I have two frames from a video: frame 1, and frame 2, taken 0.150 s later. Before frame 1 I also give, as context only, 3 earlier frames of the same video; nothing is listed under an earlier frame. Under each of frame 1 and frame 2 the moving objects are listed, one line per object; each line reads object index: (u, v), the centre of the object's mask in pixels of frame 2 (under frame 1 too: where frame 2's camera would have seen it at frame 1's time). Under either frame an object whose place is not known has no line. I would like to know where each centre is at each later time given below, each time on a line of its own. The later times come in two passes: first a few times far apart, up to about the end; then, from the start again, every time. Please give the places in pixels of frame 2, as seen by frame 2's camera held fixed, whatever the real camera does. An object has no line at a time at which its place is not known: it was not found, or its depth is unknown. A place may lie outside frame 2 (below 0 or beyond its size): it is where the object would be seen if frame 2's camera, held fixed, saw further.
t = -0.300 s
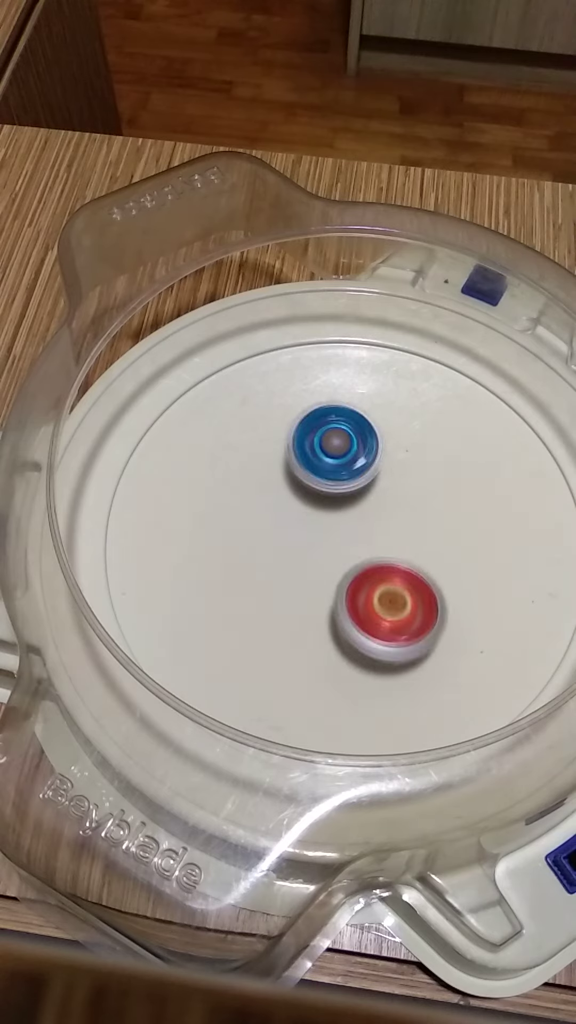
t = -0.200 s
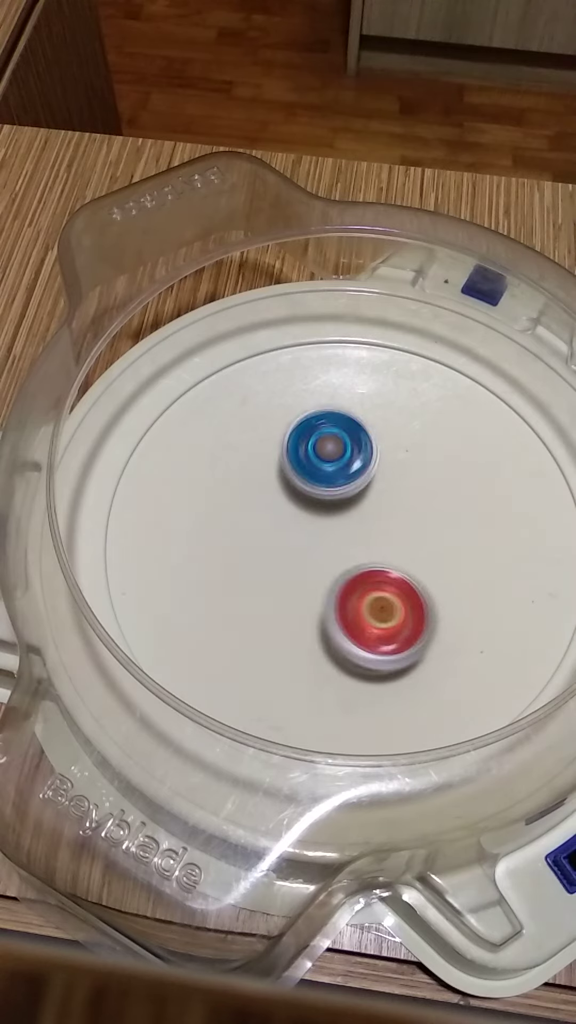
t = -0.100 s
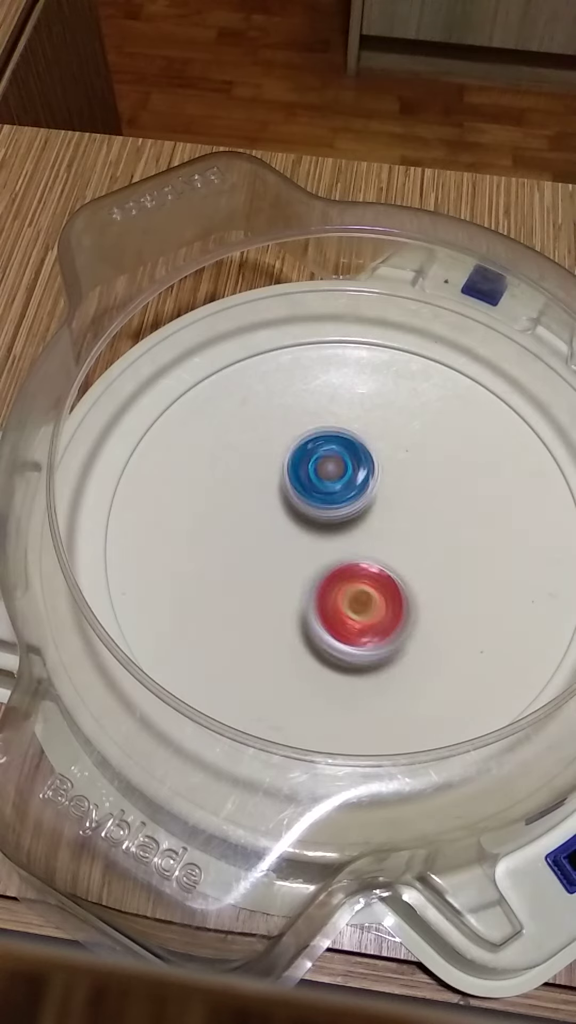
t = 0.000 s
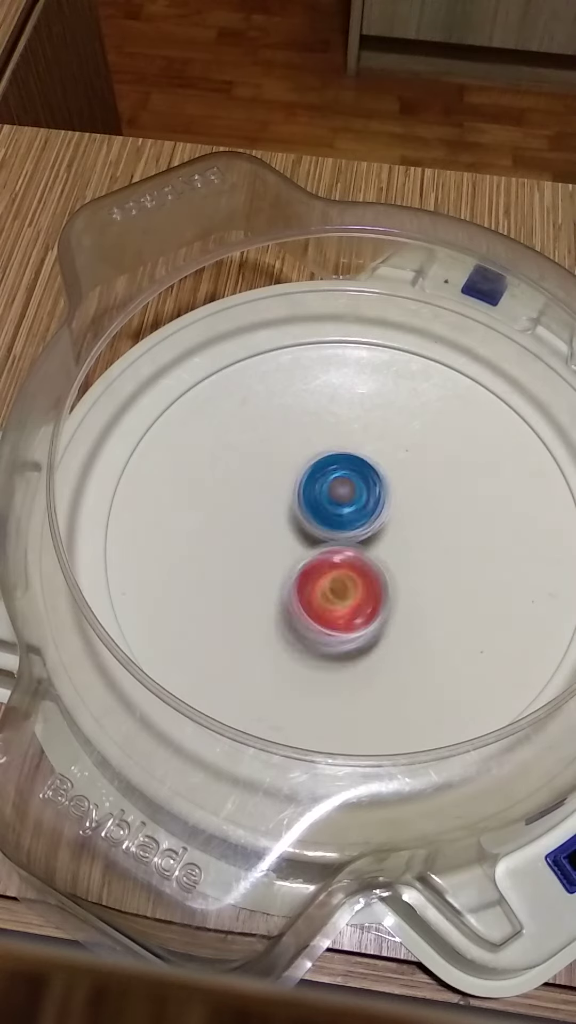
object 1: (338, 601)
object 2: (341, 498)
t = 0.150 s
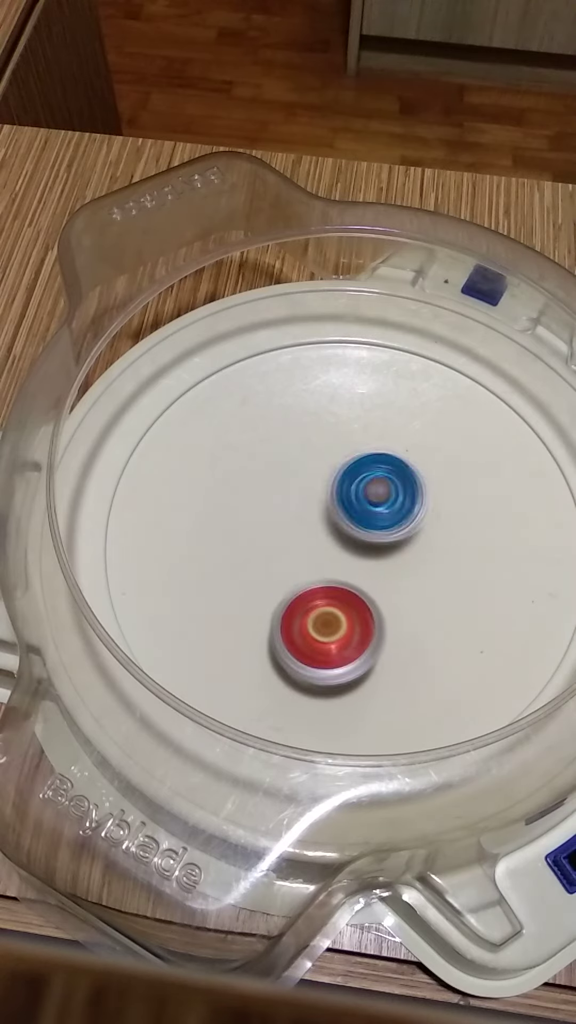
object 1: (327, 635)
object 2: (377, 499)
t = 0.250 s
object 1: (333, 637)
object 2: (394, 499)
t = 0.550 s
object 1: (346, 618)
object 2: (385, 521)
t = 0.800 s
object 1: (317, 629)
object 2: (385, 499)
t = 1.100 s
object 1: (323, 594)
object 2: (353, 487)
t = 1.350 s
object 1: (314, 600)
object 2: (337, 464)
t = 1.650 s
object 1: (334, 621)
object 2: (334, 459)
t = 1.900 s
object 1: (351, 619)
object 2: (324, 514)
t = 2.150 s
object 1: (369, 617)
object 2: (303, 500)
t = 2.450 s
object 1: (390, 608)
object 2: (299, 485)
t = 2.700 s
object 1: (400, 588)
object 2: (313, 472)
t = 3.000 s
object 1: (408, 552)
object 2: (303, 481)
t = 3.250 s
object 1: (414, 525)
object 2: (305, 480)
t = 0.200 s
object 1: (330, 636)
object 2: (386, 498)
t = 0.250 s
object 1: (333, 637)
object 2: (394, 499)
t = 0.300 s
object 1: (336, 635)
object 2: (399, 500)
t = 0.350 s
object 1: (338, 635)
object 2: (401, 501)
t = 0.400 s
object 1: (340, 632)
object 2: (399, 504)
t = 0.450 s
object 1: (342, 629)
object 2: (397, 508)
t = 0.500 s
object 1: (344, 624)
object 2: (391, 513)
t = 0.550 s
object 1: (346, 618)
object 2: (385, 521)
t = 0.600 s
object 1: (335, 630)
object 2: (385, 520)
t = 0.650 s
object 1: (320, 643)
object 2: (391, 511)
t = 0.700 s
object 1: (315, 642)
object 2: (391, 505)
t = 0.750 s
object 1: (314, 636)
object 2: (389, 502)
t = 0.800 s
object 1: (317, 629)
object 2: (385, 499)
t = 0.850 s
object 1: (321, 620)
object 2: (378, 499)
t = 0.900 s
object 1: (325, 611)
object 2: (370, 501)
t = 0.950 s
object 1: (331, 602)
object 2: (363, 503)
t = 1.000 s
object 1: (330, 599)
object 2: (360, 502)
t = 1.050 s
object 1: (326, 598)
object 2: (358, 494)
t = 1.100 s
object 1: (323, 594)
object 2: (353, 487)
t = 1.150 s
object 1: (323, 587)
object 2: (348, 483)
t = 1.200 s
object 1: (323, 580)
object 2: (343, 481)
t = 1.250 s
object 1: (323, 577)
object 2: (338, 479)
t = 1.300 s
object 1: (320, 579)
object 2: (335, 478)
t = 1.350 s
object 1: (314, 600)
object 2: (337, 464)
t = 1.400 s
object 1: (315, 608)
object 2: (337, 454)
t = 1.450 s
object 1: (320, 612)
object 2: (337, 446)
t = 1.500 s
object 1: (324, 616)
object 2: (336, 443)
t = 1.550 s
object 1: (328, 618)
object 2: (334, 445)
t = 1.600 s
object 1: (331, 619)
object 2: (334, 451)
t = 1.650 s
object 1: (334, 621)
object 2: (334, 459)
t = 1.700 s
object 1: (338, 623)
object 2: (335, 471)
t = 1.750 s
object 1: (341, 623)
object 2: (333, 481)
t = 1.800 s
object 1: (344, 622)
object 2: (332, 490)
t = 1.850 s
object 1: (348, 621)
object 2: (329, 500)
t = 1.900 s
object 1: (351, 619)
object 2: (324, 514)
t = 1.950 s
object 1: (354, 615)
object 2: (318, 521)
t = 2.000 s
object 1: (357, 612)
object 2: (313, 524)
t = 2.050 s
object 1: (361, 610)
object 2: (312, 523)
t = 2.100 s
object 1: (366, 616)
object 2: (308, 511)
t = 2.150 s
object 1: (369, 617)
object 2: (303, 500)
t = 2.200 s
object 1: (374, 616)
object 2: (298, 494)
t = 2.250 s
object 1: (378, 616)
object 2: (295, 487)
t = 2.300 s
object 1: (381, 615)
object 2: (294, 484)
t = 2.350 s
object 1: (384, 613)
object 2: (293, 481)
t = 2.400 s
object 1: (387, 611)
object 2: (296, 483)
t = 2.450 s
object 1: (390, 608)
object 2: (299, 485)
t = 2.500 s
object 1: (392, 605)
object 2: (300, 484)
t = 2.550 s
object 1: (394, 601)
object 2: (303, 481)
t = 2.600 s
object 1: (396, 597)
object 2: (308, 480)
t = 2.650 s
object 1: (398, 593)
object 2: (312, 474)
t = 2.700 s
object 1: (400, 588)
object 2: (313, 472)
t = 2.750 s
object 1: (401, 582)
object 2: (312, 475)
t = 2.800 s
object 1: (403, 576)
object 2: (308, 480)
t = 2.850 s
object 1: (404, 570)
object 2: (302, 481)
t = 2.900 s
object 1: (406, 564)
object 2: (300, 481)
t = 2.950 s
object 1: (407, 558)
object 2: (301, 481)
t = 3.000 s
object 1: (408, 552)
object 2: (303, 481)
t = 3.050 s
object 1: (410, 546)
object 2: (308, 480)
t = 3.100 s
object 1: (411, 540)
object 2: (311, 476)
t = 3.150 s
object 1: (412, 535)
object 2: (311, 476)
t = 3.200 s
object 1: (413, 530)
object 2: (309, 479)
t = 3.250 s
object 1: (414, 525)
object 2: (305, 480)
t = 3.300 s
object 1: (415, 521)
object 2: (306, 480)
